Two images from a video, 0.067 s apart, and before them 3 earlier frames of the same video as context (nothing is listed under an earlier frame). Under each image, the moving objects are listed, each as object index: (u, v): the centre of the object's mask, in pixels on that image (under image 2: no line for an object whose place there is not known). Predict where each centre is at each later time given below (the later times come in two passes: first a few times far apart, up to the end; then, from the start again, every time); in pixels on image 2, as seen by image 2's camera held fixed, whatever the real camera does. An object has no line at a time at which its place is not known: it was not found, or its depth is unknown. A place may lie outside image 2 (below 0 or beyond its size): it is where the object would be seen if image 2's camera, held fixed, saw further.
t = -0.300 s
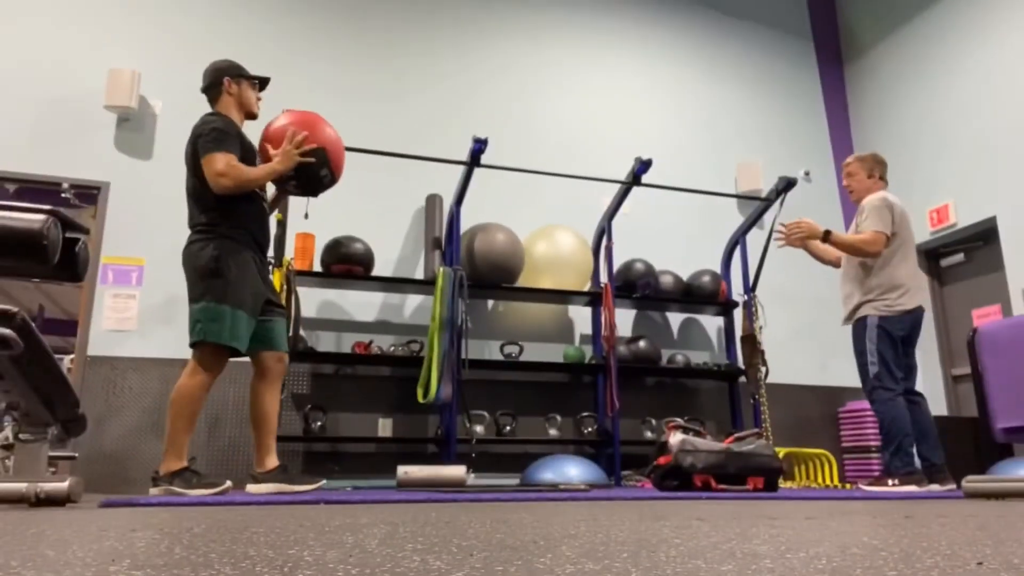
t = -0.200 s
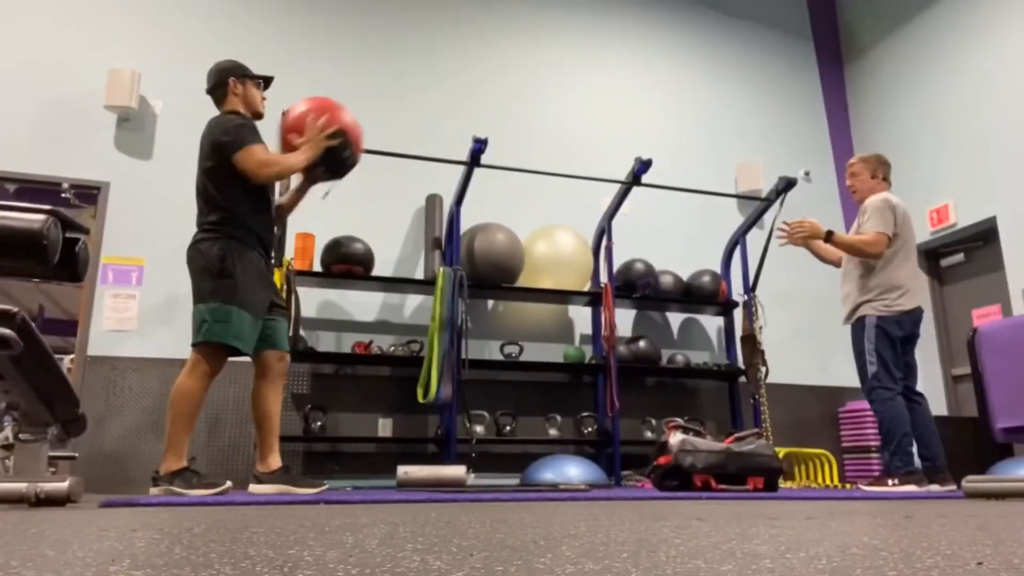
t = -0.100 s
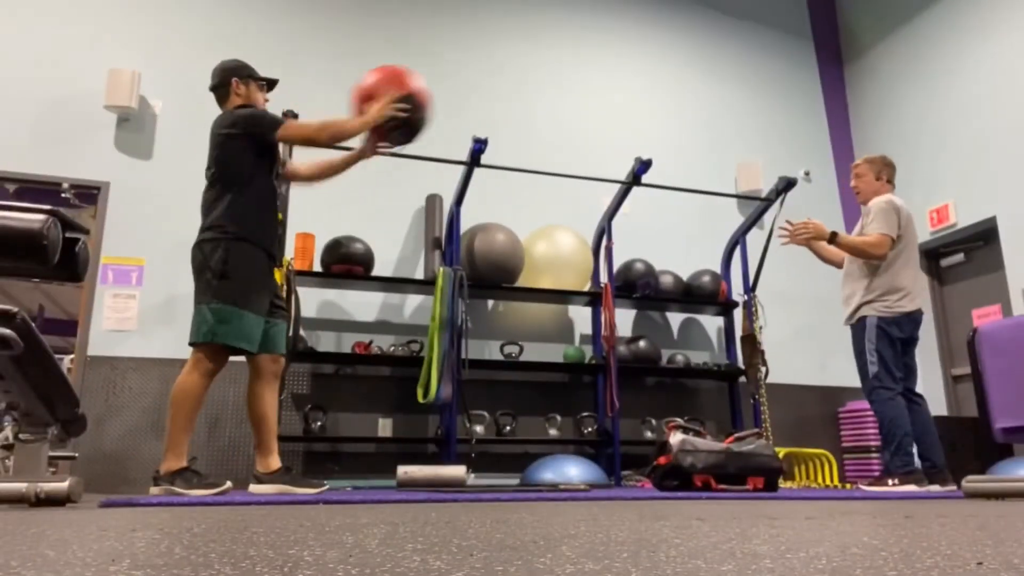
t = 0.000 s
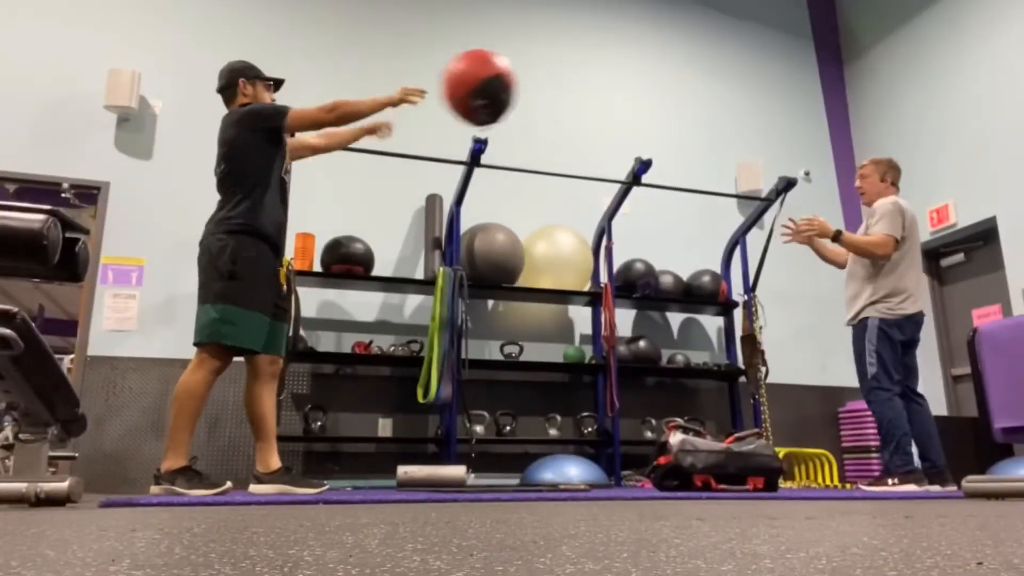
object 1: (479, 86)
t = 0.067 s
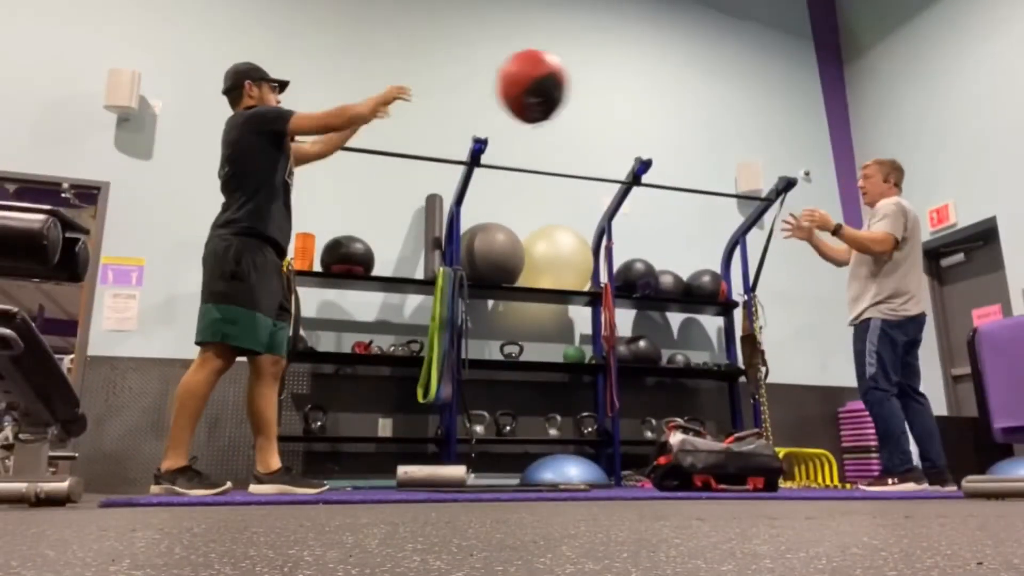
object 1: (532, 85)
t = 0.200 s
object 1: (628, 106)
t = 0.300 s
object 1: (695, 137)
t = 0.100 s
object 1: (557, 88)
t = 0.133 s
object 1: (581, 92)
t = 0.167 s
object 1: (605, 98)
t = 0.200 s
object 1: (628, 106)
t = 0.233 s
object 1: (651, 115)
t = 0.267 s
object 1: (673, 126)
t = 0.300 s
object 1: (695, 137)
